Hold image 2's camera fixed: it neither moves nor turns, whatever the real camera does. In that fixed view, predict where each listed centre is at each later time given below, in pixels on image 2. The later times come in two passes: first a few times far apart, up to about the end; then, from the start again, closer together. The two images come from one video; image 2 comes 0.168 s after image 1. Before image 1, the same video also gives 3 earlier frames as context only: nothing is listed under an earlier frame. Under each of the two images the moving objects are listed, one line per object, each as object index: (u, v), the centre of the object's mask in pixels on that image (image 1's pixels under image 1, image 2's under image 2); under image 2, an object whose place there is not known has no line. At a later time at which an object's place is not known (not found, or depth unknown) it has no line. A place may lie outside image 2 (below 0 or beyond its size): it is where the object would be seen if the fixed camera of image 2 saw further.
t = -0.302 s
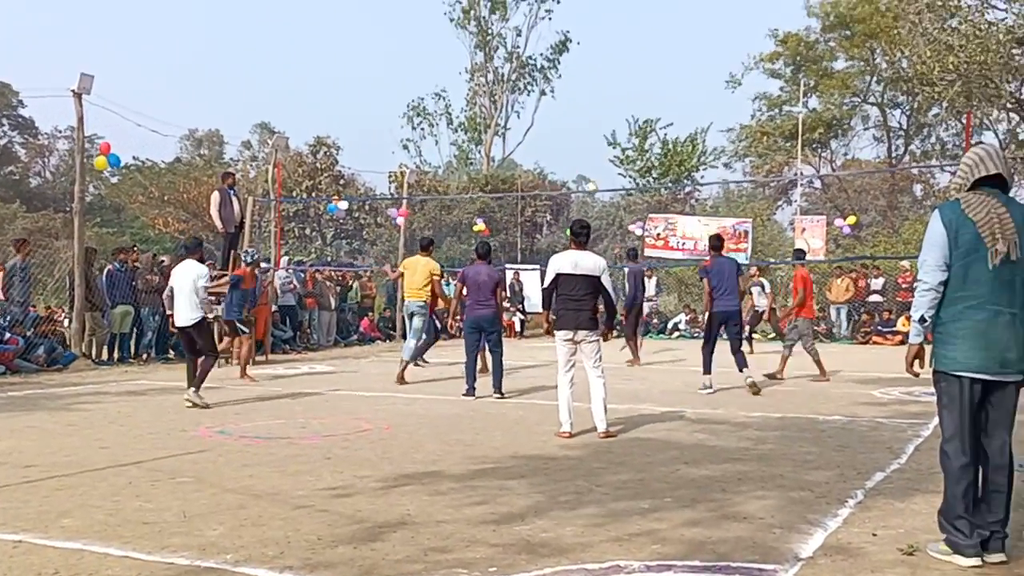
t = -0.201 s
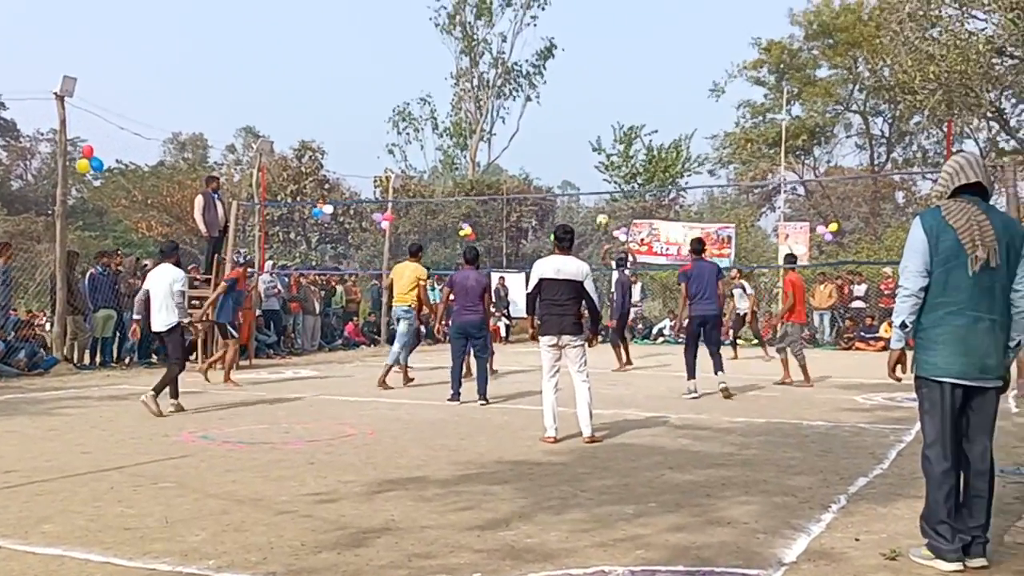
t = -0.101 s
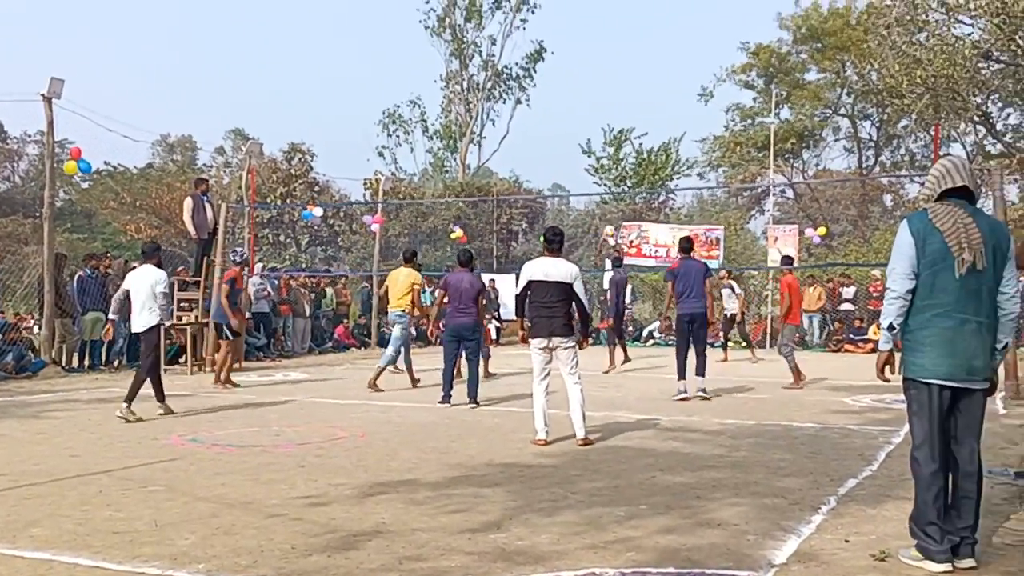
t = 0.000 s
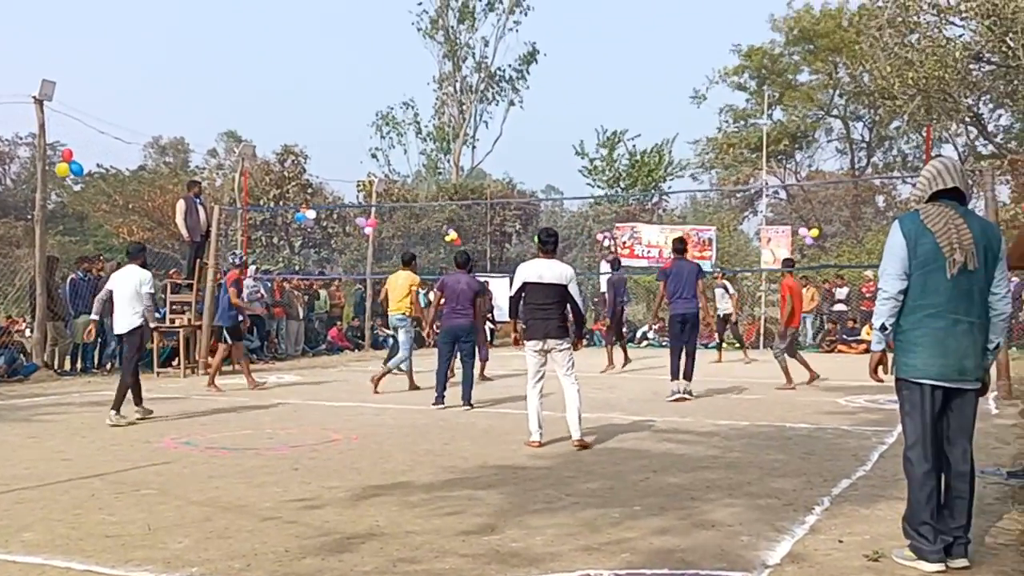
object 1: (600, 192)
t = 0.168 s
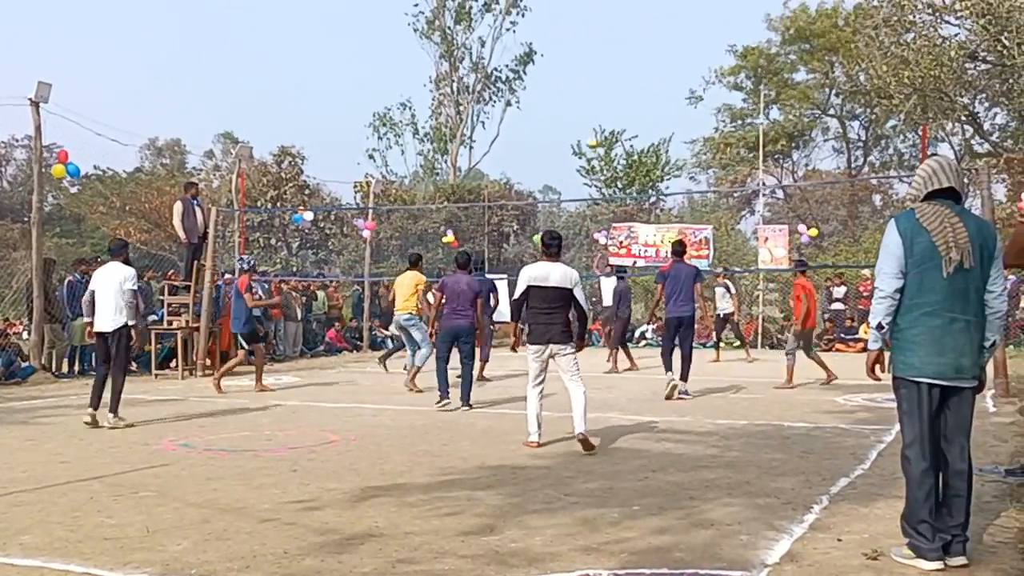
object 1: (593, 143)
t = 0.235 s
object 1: (589, 126)
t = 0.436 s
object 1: (583, 90)
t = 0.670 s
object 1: (574, 77)
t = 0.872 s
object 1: (568, 92)
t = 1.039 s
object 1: (563, 124)
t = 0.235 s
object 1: (589, 126)
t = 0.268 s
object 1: (589, 118)
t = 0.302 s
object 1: (588, 112)
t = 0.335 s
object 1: (587, 106)
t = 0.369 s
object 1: (585, 99)
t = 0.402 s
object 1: (584, 95)
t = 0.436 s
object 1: (583, 90)
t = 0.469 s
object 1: (581, 86)
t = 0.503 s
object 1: (581, 83)
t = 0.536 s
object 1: (579, 80)
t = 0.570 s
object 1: (578, 78)
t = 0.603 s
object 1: (577, 77)
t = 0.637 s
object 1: (576, 77)
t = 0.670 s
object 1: (574, 77)
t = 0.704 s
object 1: (573, 78)
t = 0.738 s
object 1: (572, 80)
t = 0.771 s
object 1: (570, 82)
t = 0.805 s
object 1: (569, 85)
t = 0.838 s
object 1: (569, 88)
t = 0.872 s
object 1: (568, 92)
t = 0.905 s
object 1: (567, 97)
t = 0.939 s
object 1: (566, 102)
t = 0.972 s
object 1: (565, 108)
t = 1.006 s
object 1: (564, 115)
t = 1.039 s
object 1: (563, 124)
